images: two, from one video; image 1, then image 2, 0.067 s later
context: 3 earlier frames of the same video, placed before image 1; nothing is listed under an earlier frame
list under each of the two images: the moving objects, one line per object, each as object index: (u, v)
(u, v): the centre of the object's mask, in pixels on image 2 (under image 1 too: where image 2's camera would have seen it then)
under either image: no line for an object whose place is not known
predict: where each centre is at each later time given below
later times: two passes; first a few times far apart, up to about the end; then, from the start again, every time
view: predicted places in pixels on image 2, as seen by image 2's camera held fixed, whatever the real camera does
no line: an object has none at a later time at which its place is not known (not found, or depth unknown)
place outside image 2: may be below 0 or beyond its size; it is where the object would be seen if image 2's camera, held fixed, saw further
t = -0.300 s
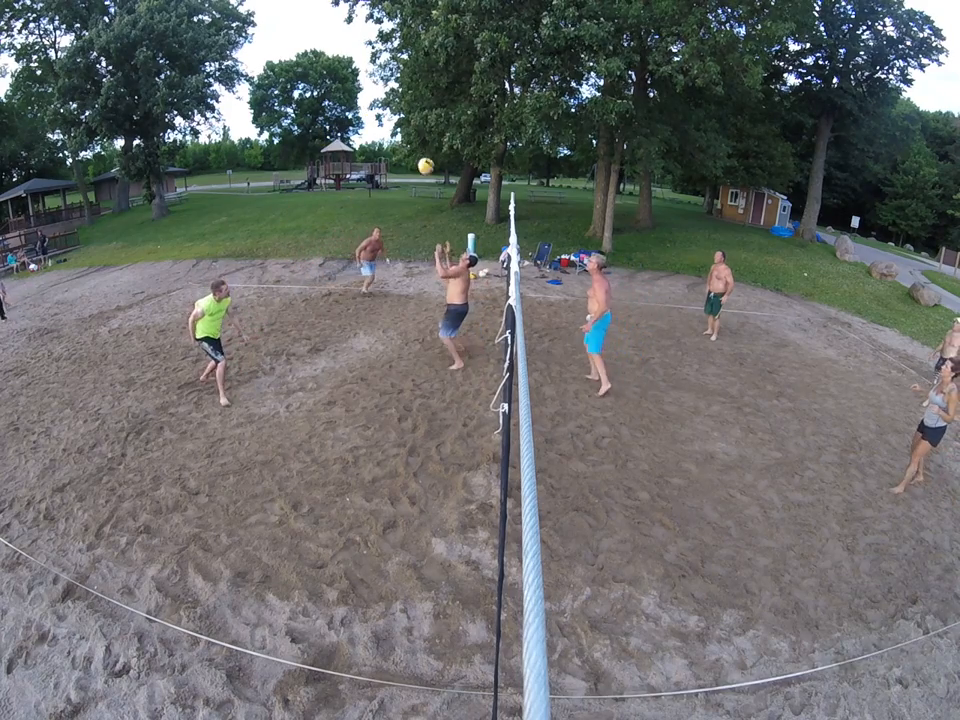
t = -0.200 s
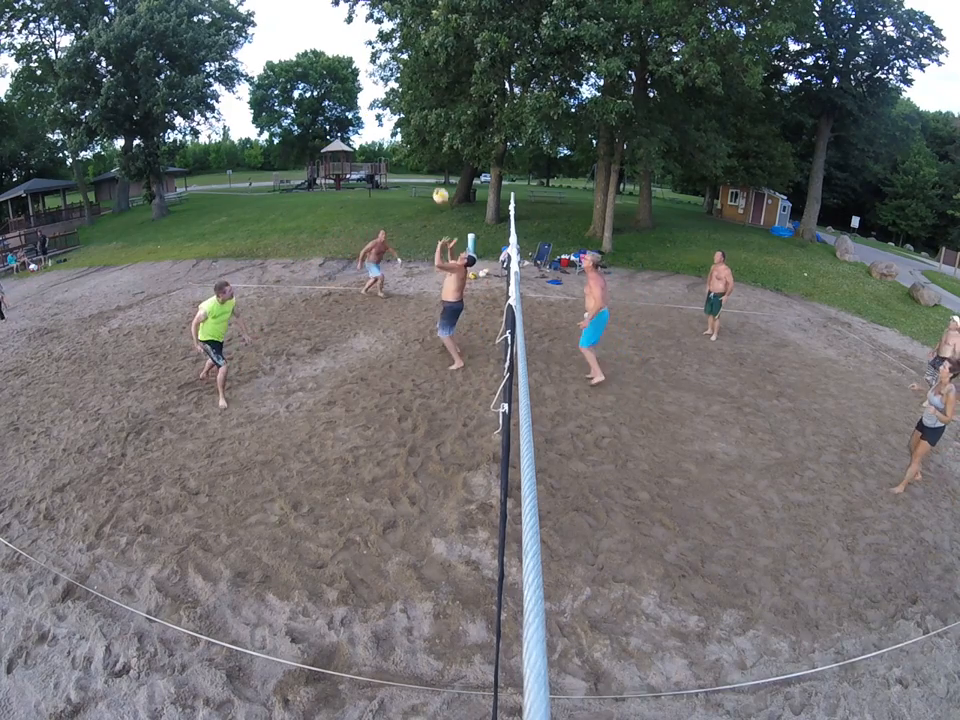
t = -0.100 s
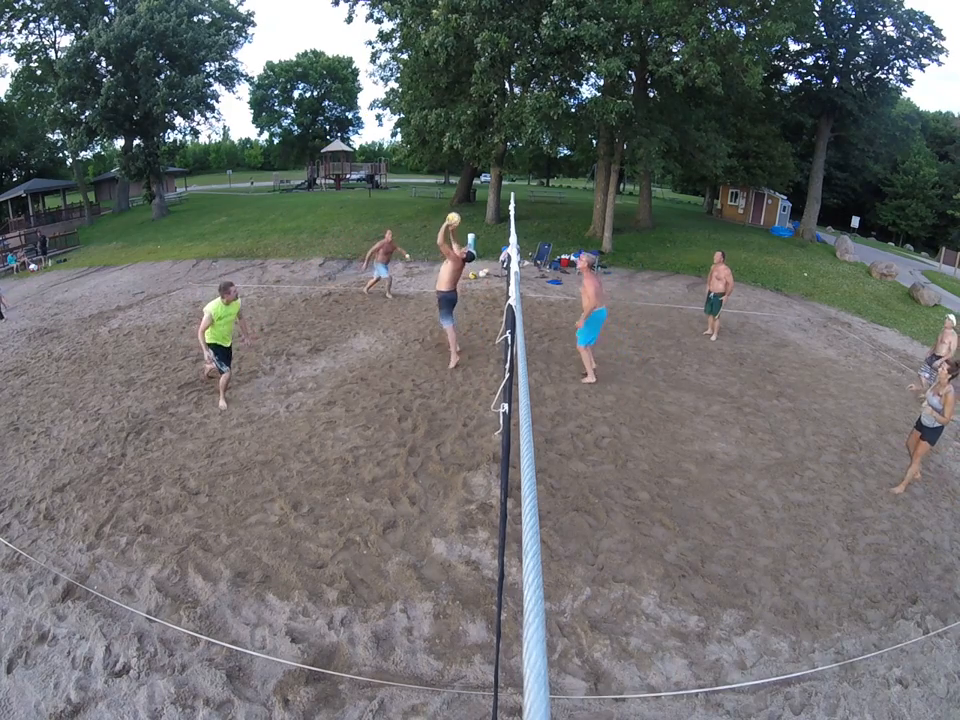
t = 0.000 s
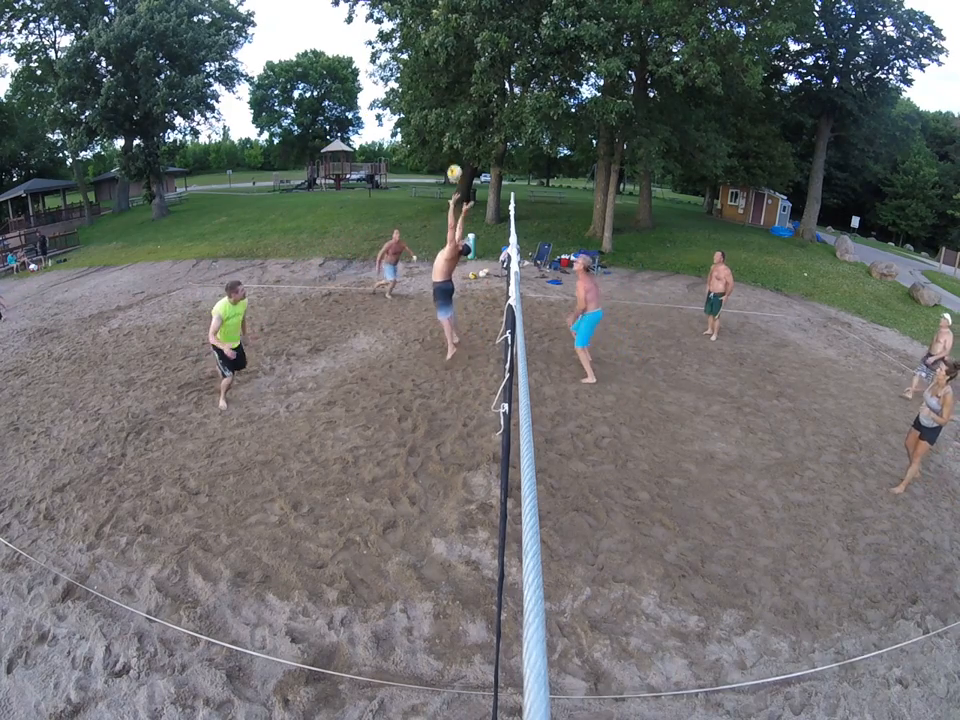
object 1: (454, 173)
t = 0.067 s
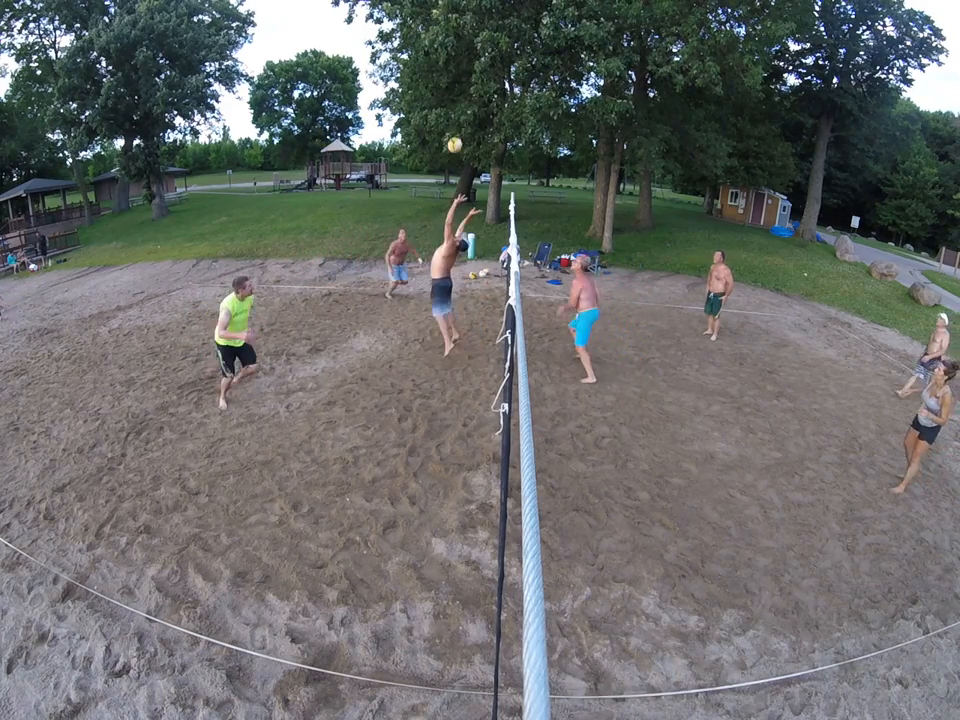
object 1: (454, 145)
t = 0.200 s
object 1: (455, 102)
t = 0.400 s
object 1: (454, 66)
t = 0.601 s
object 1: (452, 57)
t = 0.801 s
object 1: (449, 68)
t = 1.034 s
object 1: (446, 103)
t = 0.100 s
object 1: (454, 133)
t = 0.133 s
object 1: (454, 121)
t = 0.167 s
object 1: (454, 111)
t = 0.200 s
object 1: (455, 102)
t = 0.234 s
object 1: (455, 94)
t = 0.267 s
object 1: (454, 87)
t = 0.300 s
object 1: (454, 81)
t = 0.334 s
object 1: (454, 75)
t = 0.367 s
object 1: (454, 71)
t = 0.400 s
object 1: (454, 66)
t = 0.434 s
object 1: (454, 64)
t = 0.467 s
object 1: (453, 61)
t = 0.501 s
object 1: (453, 59)
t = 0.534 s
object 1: (453, 58)
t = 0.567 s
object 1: (452, 57)
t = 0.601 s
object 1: (452, 57)
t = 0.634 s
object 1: (451, 57)
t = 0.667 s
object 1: (451, 58)
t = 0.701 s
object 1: (451, 60)
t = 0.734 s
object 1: (450, 62)
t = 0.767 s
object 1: (450, 65)
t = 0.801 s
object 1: (449, 68)
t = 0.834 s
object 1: (449, 72)
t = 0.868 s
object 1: (448, 76)
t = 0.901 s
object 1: (448, 80)
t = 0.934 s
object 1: (447, 85)
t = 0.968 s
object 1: (447, 91)
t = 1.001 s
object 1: (446, 97)
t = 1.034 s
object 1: (446, 103)
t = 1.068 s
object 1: (445, 110)
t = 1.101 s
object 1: (445, 117)
